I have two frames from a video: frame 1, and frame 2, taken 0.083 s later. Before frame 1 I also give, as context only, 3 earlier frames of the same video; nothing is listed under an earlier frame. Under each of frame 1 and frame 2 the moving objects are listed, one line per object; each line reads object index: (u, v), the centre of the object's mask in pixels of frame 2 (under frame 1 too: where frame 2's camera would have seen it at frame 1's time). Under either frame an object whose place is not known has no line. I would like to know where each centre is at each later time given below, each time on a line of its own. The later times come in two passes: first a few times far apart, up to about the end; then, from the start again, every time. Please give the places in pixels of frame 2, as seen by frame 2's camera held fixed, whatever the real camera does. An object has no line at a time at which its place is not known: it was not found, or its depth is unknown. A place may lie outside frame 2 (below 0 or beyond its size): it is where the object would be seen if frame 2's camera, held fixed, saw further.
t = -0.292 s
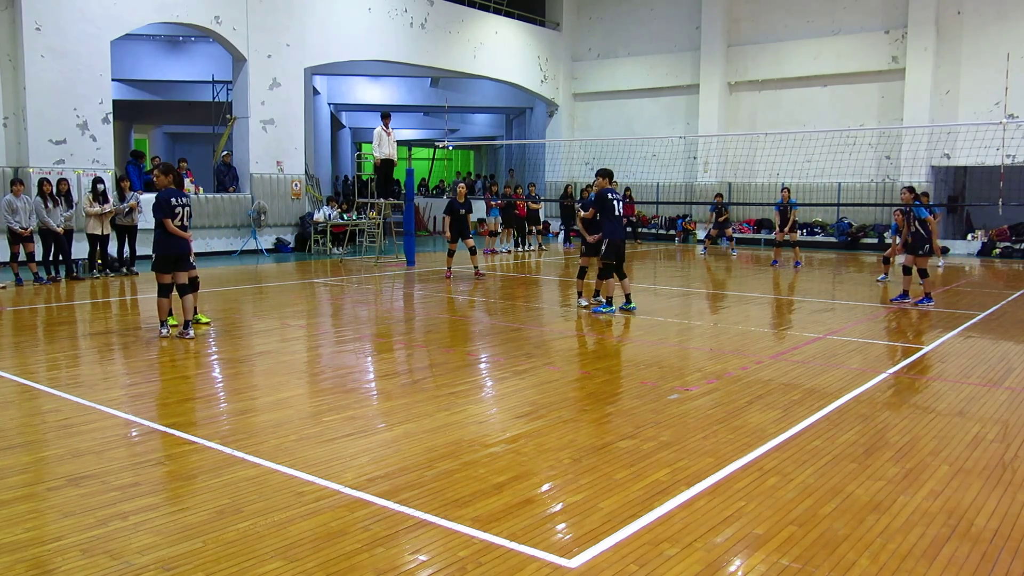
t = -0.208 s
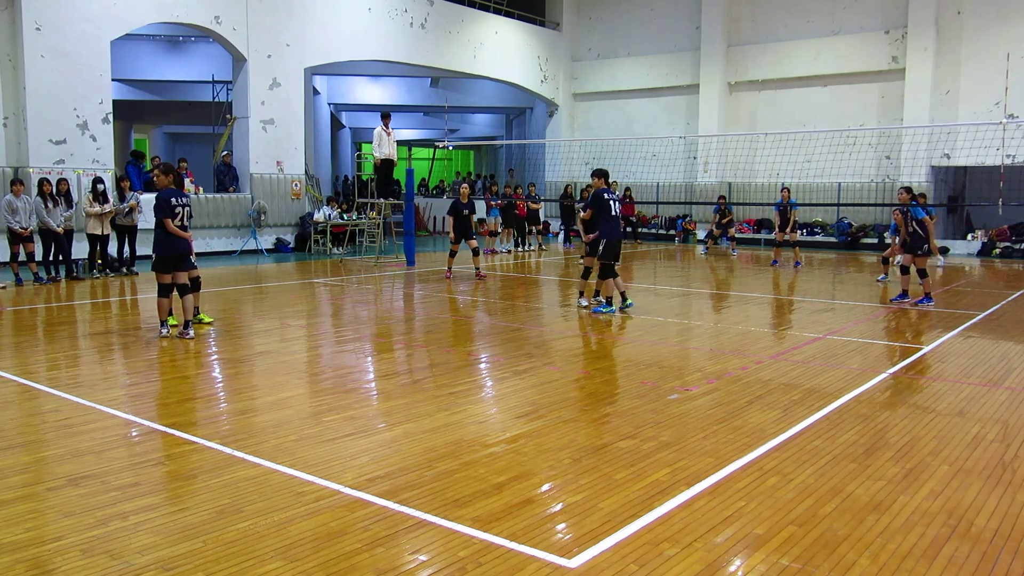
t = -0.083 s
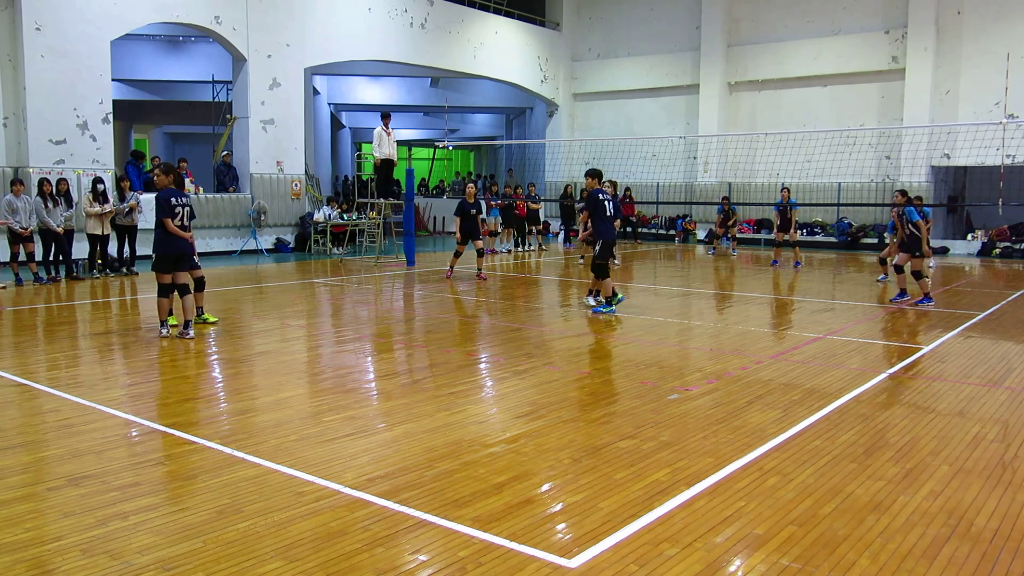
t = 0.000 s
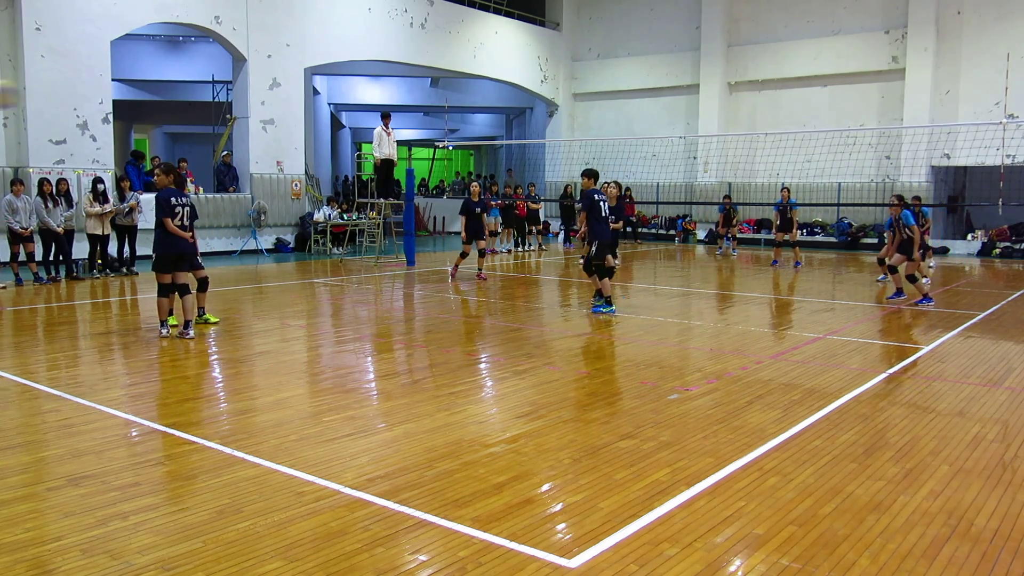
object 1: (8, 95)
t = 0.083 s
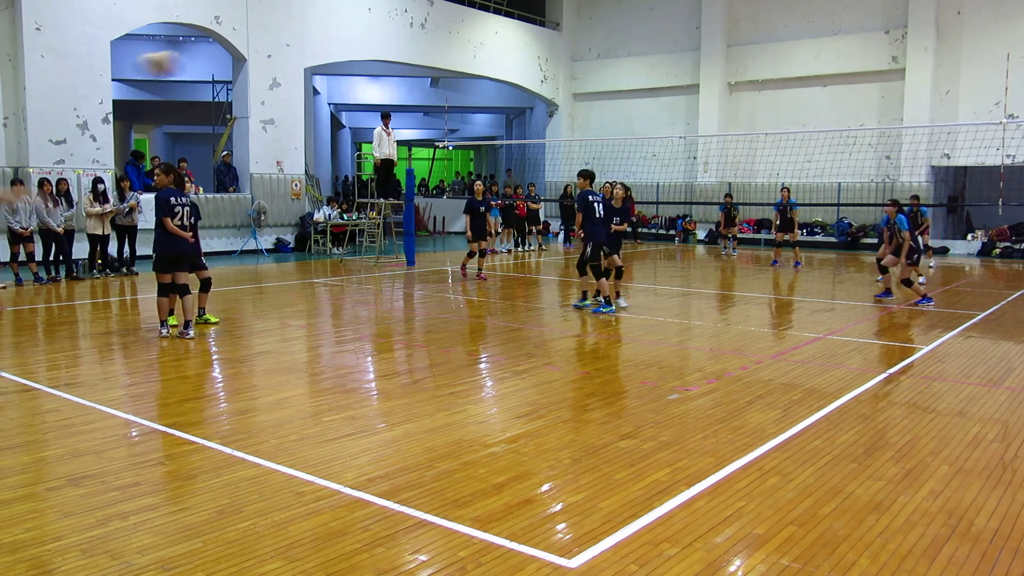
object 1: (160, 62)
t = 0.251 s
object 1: (400, 43)
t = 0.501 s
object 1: (621, 53)
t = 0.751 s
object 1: (751, 97)
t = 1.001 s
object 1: (831, 164)
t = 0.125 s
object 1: (230, 54)
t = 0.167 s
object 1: (293, 50)
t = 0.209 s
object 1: (349, 45)
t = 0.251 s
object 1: (400, 43)
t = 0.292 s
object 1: (445, 43)
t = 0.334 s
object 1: (487, 43)
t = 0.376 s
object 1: (526, 45)
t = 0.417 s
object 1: (561, 47)
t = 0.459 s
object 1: (592, 49)
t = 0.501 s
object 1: (621, 53)
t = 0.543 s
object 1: (647, 58)
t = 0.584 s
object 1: (671, 65)
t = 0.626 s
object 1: (694, 72)
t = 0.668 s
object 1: (714, 80)
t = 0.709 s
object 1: (733, 88)
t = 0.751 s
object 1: (751, 97)
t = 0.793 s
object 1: (766, 107)
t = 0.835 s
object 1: (781, 117)
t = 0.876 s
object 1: (795, 126)
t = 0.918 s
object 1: (808, 140)
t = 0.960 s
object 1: (820, 152)
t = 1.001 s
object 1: (831, 164)
